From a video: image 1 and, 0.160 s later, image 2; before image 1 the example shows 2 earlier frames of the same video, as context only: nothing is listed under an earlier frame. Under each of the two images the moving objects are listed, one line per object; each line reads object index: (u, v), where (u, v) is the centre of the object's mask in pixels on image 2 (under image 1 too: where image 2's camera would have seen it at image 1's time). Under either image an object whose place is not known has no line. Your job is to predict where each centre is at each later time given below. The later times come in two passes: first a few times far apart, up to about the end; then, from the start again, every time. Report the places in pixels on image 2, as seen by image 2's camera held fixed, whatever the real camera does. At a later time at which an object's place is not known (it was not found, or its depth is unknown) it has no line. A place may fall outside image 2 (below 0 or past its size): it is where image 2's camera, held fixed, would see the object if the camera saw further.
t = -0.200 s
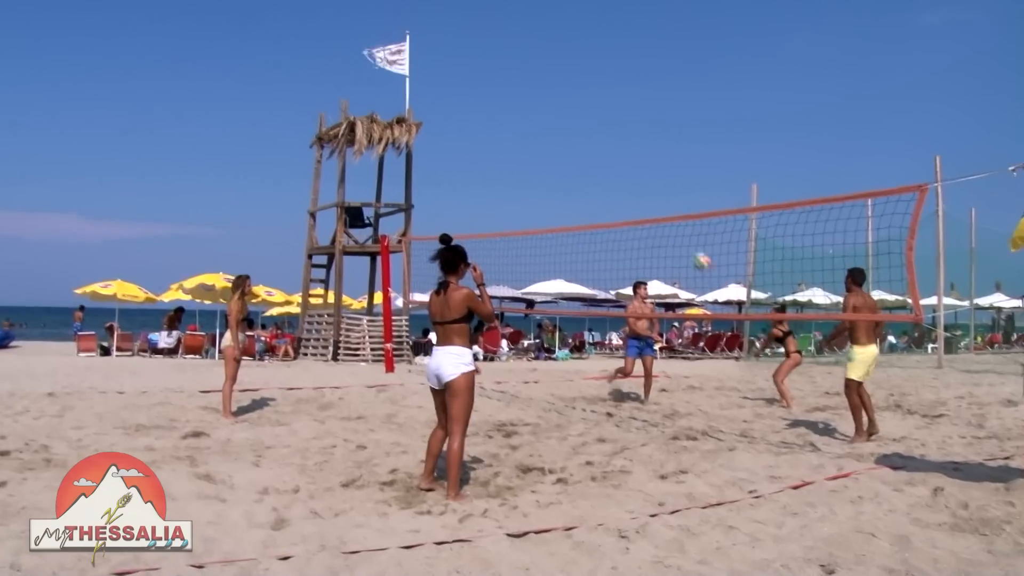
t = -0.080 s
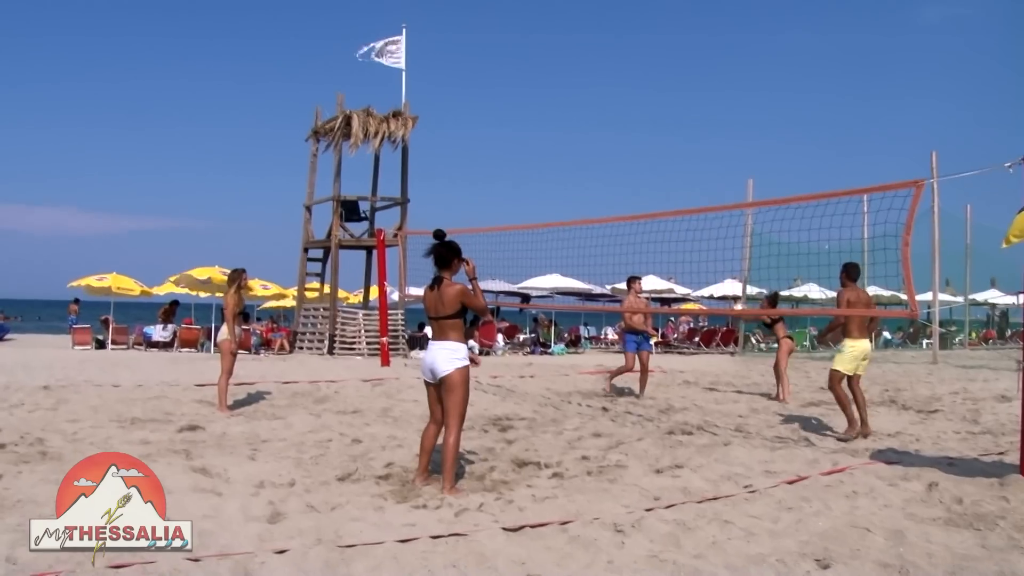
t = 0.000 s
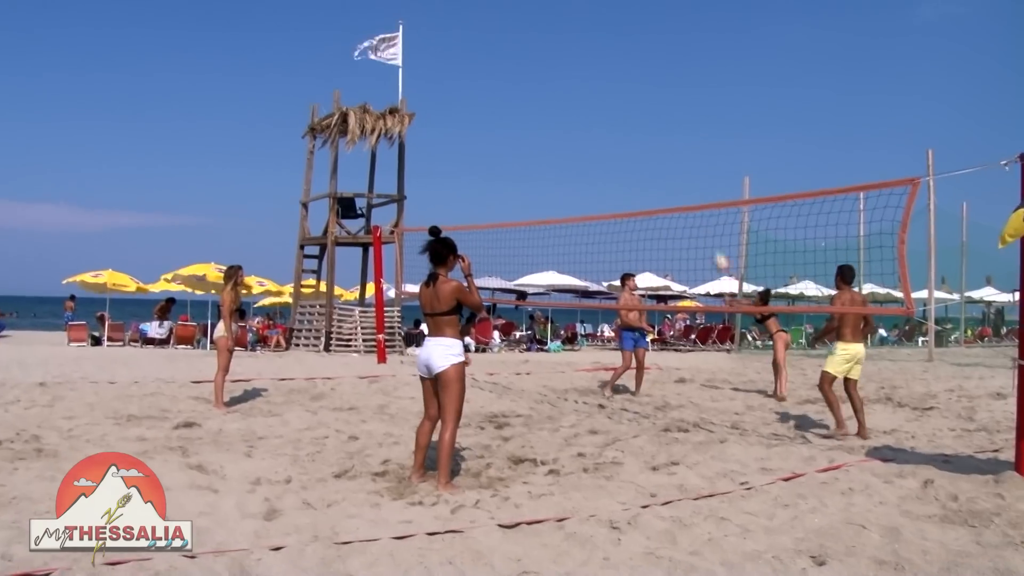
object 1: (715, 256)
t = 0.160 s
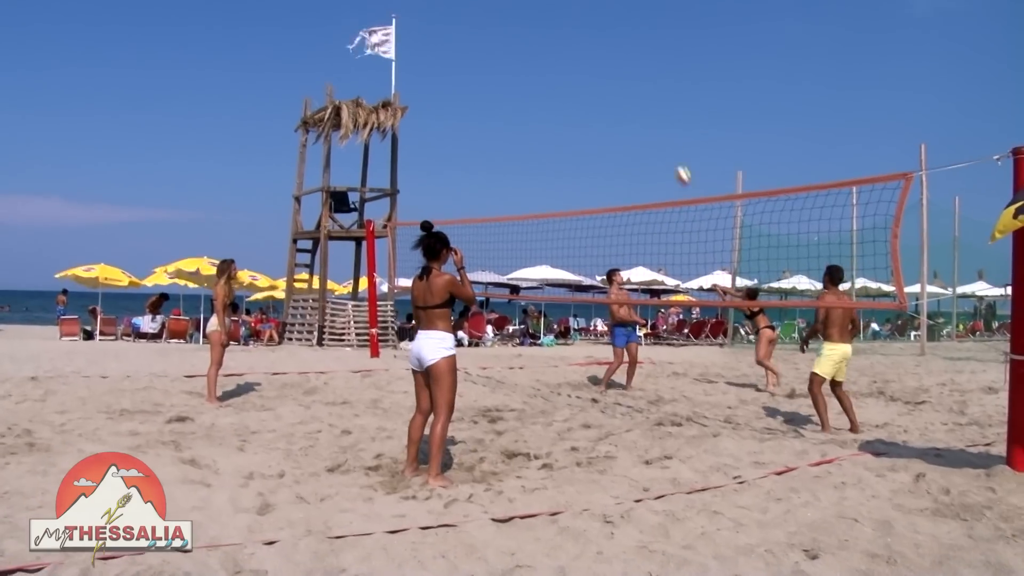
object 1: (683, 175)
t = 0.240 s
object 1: (667, 140)
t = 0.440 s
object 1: (624, 71)
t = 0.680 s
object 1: (571, 20)
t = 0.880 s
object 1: (523, 9)
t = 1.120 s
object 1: (460, 38)
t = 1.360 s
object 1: (389, 116)
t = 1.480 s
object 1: (351, 175)
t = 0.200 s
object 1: (675, 157)
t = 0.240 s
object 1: (667, 140)
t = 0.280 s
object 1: (659, 124)
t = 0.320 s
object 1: (650, 109)
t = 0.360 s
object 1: (641, 95)
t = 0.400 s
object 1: (632, 82)
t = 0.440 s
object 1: (624, 71)
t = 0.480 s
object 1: (615, 59)
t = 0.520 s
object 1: (606, 49)
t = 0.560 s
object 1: (598, 41)
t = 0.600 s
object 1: (589, 32)
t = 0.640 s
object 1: (580, 26)
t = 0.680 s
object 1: (571, 20)
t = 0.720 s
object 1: (562, 16)
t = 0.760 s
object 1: (552, 12)
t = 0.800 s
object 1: (543, 10)
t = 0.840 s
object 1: (533, 9)
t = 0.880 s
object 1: (523, 9)
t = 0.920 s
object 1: (513, 11)
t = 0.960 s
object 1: (503, 13)
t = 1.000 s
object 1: (492, 18)
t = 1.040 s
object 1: (482, 23)
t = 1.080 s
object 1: (471, 30)
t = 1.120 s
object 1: (460, 38)
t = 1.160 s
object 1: (449, 47)
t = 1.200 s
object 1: (437, 58)
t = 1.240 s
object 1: (426, 70)
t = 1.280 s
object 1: (414, 83)
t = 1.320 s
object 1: (402, 98)
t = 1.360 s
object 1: (389, 116)
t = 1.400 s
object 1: (376, 134)
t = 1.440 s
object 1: (364, 153)
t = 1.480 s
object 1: (351, 175)
